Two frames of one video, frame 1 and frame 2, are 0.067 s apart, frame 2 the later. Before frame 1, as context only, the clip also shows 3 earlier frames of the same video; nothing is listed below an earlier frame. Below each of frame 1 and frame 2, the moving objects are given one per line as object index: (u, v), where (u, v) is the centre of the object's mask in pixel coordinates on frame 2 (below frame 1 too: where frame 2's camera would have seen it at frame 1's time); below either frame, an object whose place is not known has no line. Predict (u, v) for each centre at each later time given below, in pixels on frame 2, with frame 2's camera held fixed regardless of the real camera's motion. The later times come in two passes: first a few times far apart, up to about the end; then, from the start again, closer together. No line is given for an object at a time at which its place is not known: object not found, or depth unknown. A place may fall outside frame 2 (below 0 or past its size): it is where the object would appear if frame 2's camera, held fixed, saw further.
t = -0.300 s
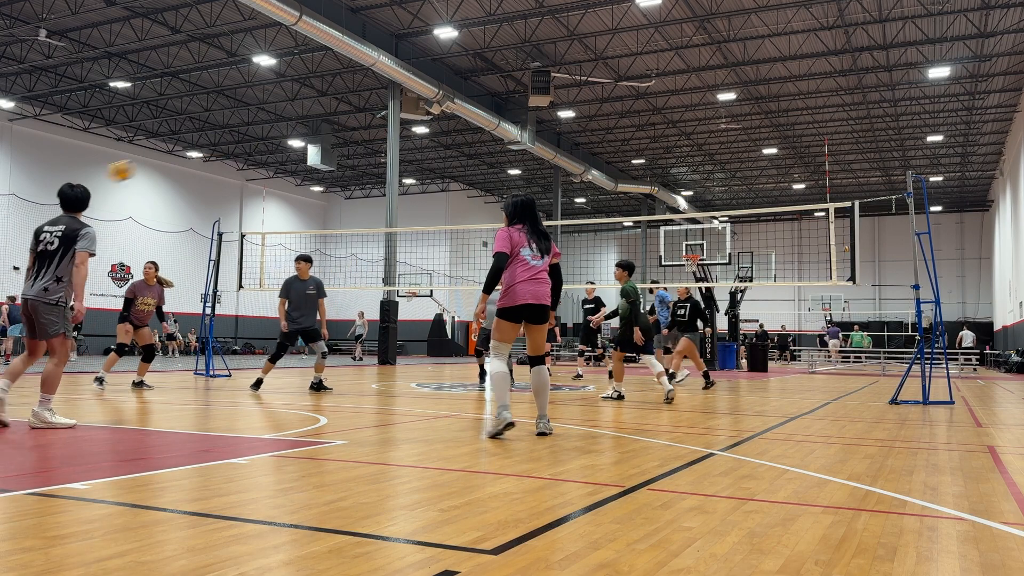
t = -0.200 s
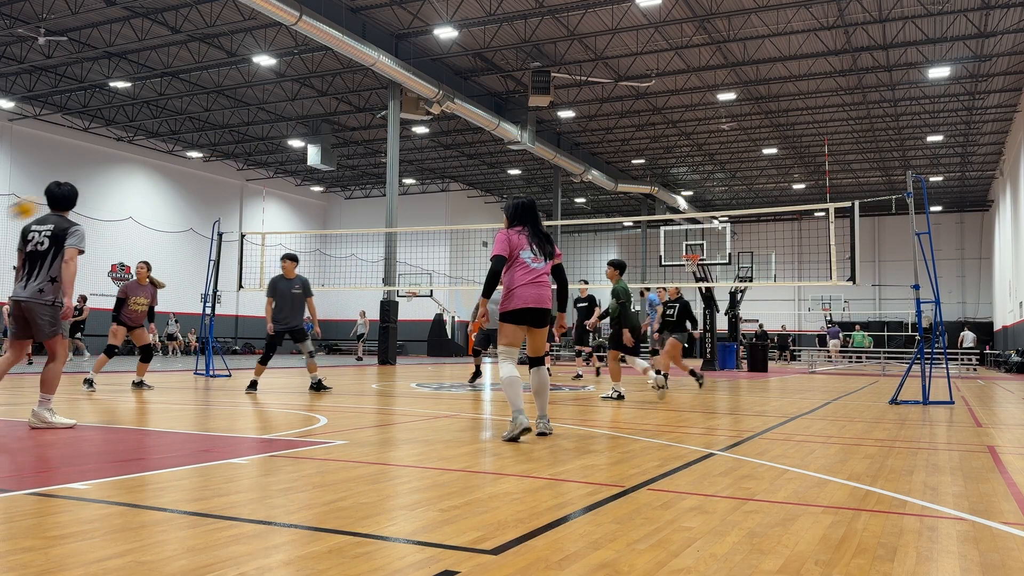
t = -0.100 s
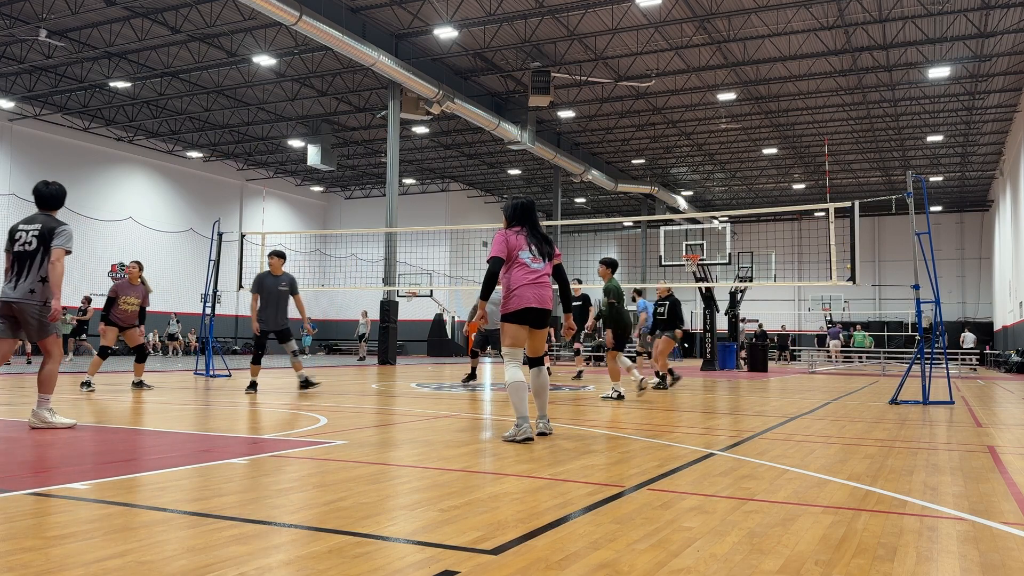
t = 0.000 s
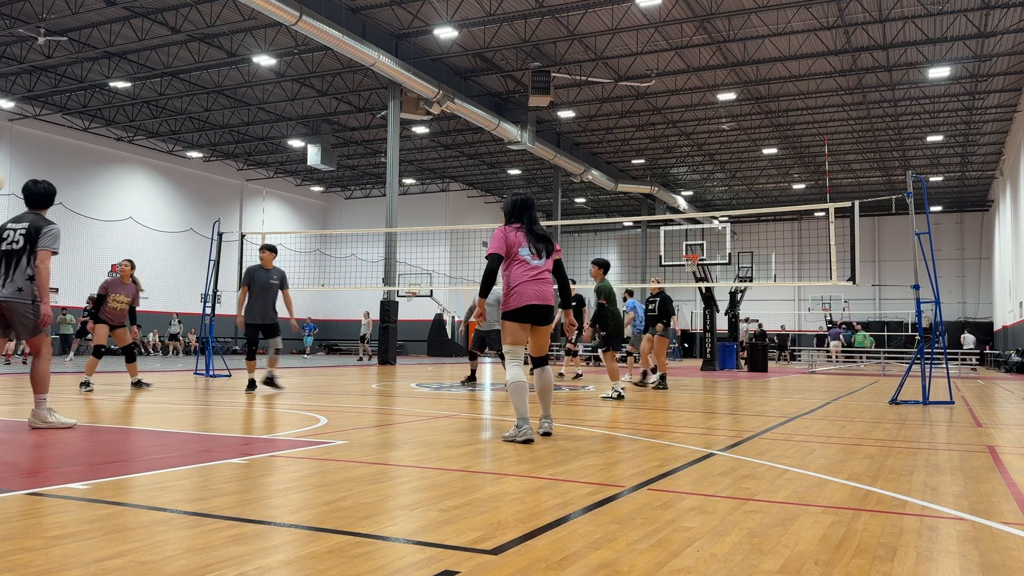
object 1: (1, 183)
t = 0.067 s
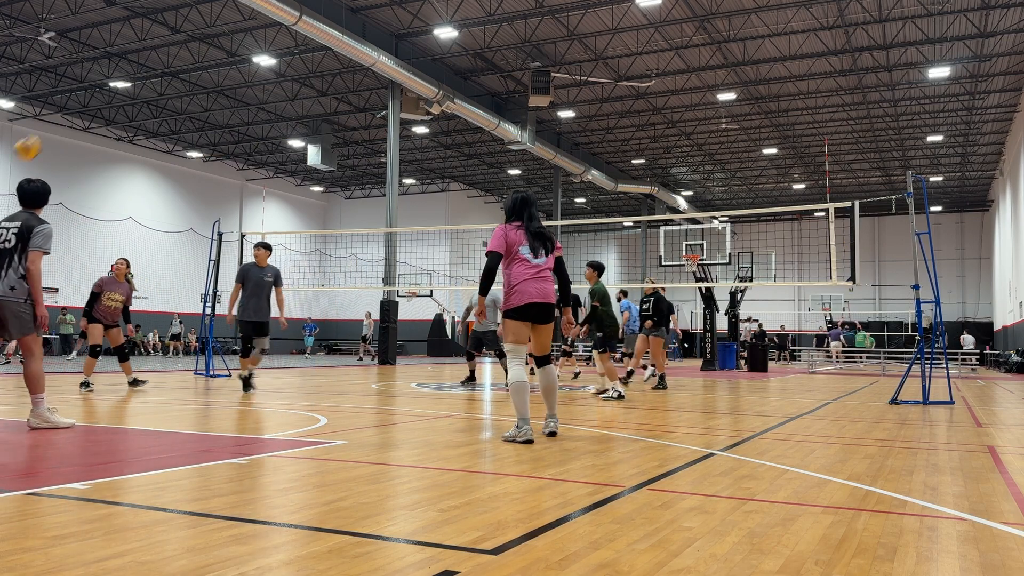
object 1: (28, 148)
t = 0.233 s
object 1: (114, 83)
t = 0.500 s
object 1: (230, 39)
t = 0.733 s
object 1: (317, 54)
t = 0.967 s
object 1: (393, 109)
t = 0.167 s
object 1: (81, 105)
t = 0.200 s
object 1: (97, 94)
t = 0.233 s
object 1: (114, 83)
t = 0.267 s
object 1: (130, 73)
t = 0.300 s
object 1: (145, 65)
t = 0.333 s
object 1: (161, 58)
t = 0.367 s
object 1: (176, 52)
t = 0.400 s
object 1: (190, 47)
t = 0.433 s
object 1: (204, 44)
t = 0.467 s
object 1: (217, 41)
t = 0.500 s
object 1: (230, 39)
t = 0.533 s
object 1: (244, 38)
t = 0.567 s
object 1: (256, 39)
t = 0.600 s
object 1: (269, 40)
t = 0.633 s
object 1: (282, 42)
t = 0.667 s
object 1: (294, 45)
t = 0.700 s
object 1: (305, 49)
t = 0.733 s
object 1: (317, 54)
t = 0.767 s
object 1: (328, 60)
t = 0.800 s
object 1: (339, 67)
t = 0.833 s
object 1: (351, 74)
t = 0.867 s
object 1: (362, 82)
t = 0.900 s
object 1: (372, 92)
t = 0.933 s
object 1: (383, 100)
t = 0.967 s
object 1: (393, 109)
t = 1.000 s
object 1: (403, 121)
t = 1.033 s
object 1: (411, 132)
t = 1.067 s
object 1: (422, 145)
